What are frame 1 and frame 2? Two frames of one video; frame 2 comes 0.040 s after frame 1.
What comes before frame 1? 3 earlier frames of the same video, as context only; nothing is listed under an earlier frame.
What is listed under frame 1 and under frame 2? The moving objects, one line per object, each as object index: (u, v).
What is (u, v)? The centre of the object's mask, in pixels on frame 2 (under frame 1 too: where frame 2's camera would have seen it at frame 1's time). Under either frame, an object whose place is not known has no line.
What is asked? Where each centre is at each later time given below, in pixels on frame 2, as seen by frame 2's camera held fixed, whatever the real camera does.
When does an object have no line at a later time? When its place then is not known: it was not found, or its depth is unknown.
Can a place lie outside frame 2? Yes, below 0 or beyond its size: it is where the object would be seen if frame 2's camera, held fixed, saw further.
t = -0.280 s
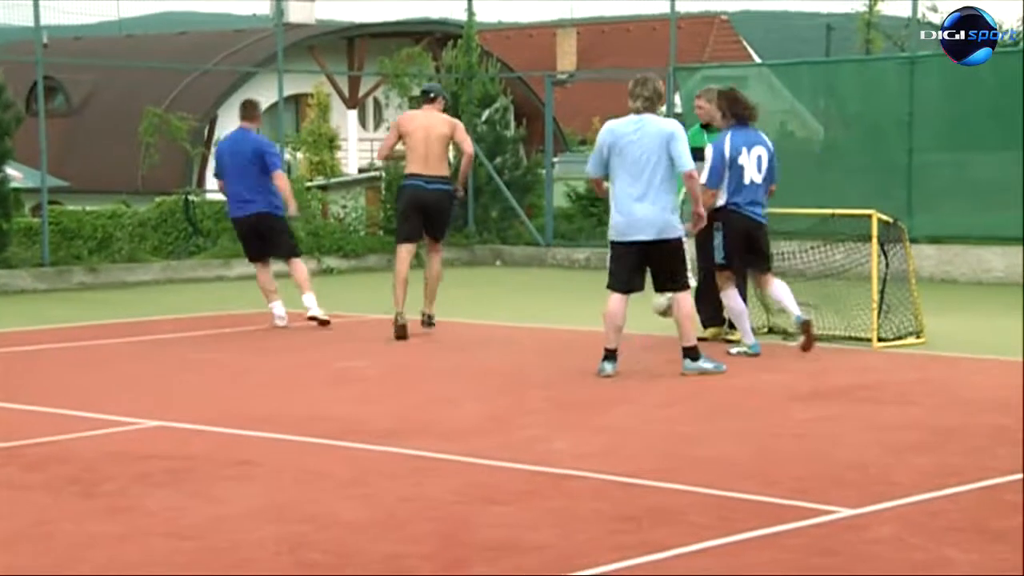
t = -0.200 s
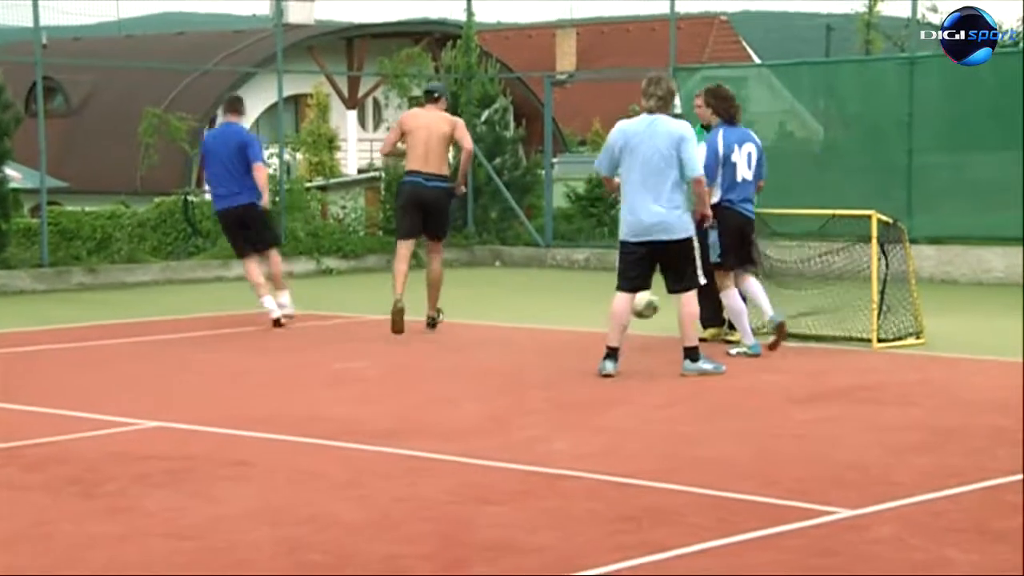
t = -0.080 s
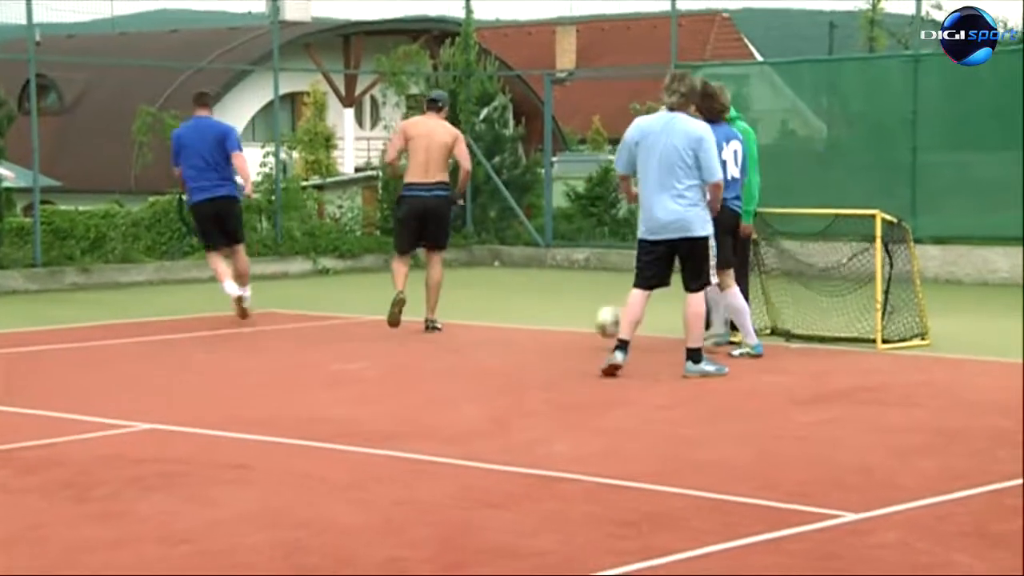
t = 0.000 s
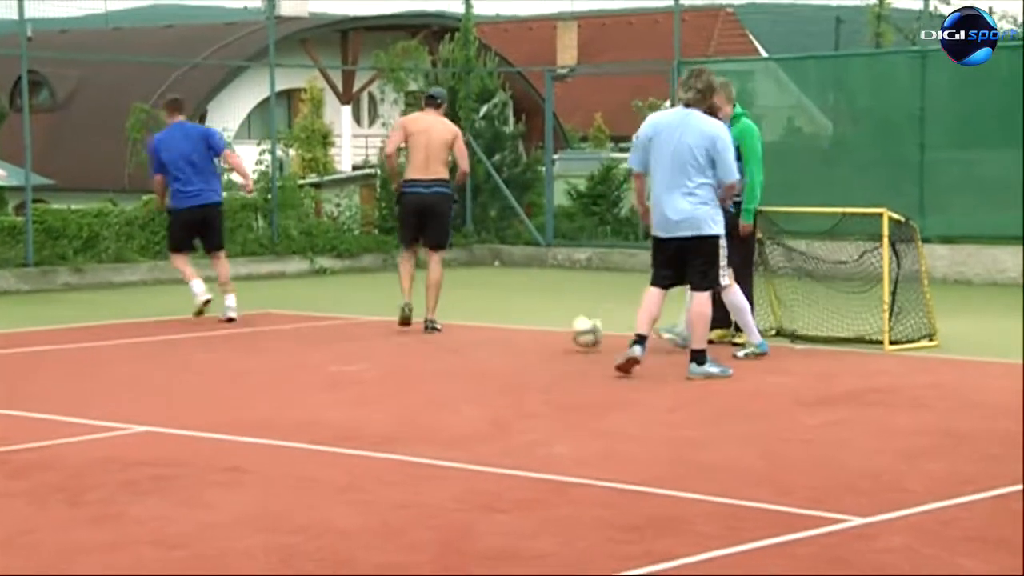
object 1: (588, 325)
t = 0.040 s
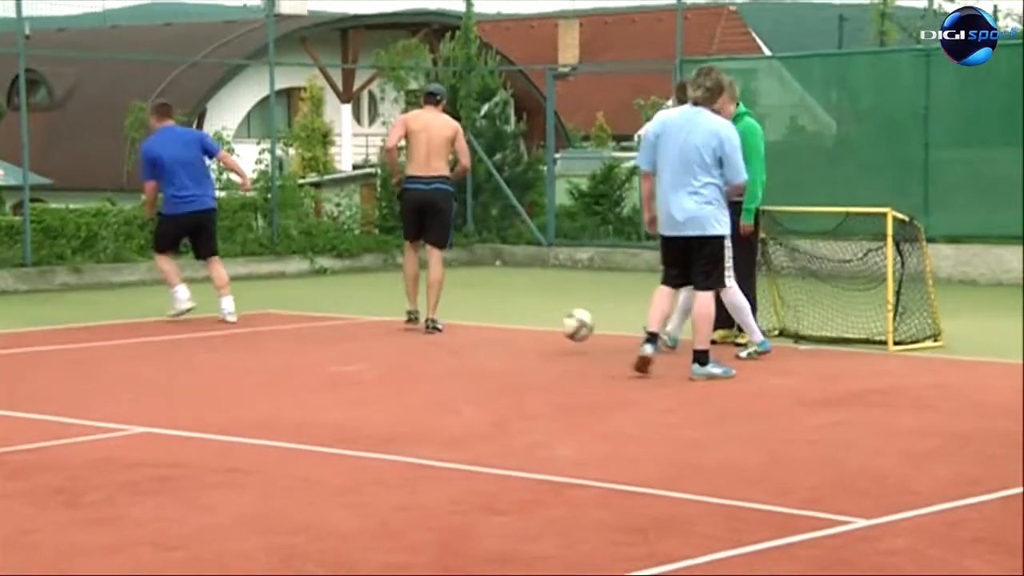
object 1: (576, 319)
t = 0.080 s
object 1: (565, 311)
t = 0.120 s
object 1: (554, 313)
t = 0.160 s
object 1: (542, 312)
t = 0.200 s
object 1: (531, 314)
